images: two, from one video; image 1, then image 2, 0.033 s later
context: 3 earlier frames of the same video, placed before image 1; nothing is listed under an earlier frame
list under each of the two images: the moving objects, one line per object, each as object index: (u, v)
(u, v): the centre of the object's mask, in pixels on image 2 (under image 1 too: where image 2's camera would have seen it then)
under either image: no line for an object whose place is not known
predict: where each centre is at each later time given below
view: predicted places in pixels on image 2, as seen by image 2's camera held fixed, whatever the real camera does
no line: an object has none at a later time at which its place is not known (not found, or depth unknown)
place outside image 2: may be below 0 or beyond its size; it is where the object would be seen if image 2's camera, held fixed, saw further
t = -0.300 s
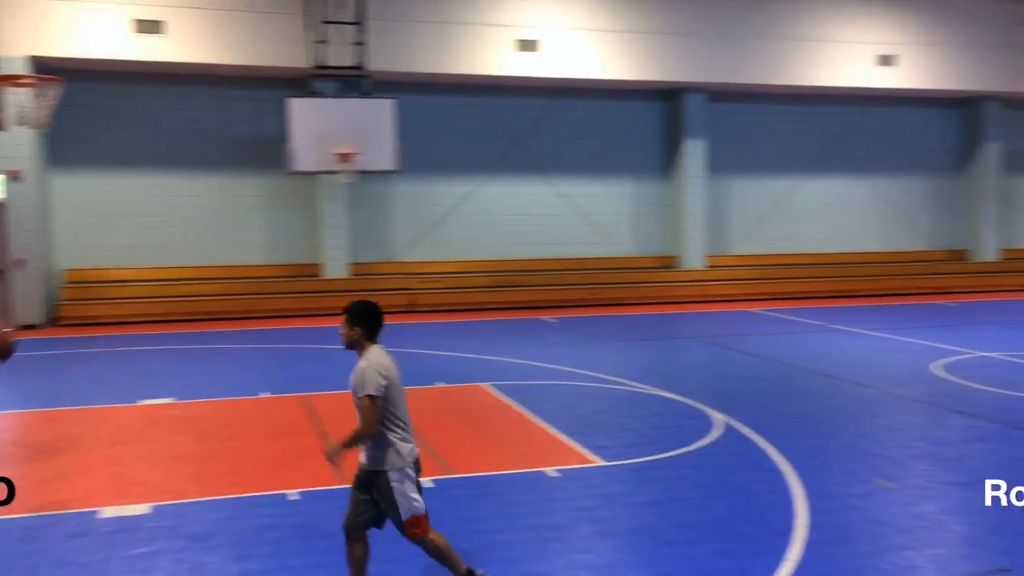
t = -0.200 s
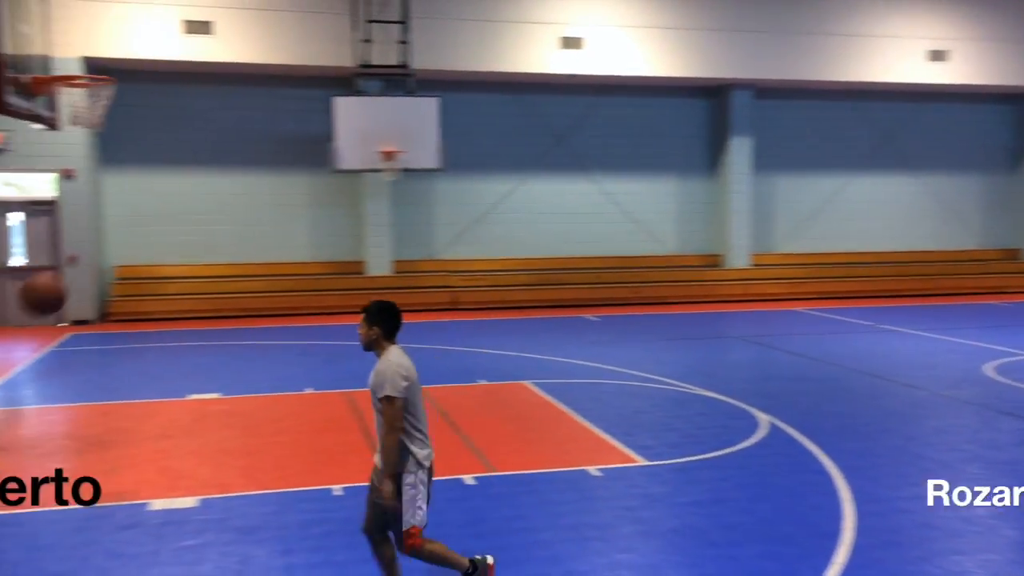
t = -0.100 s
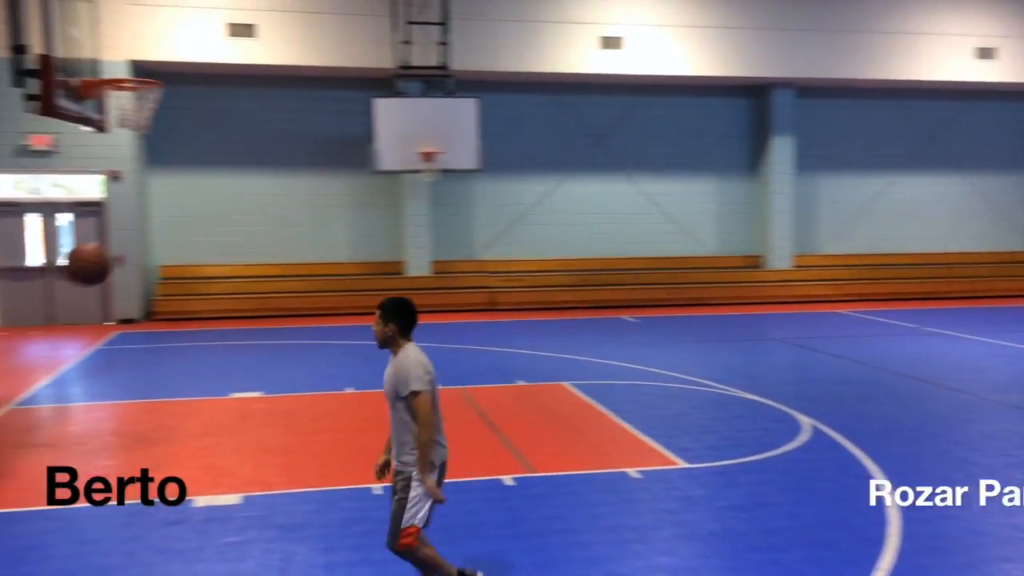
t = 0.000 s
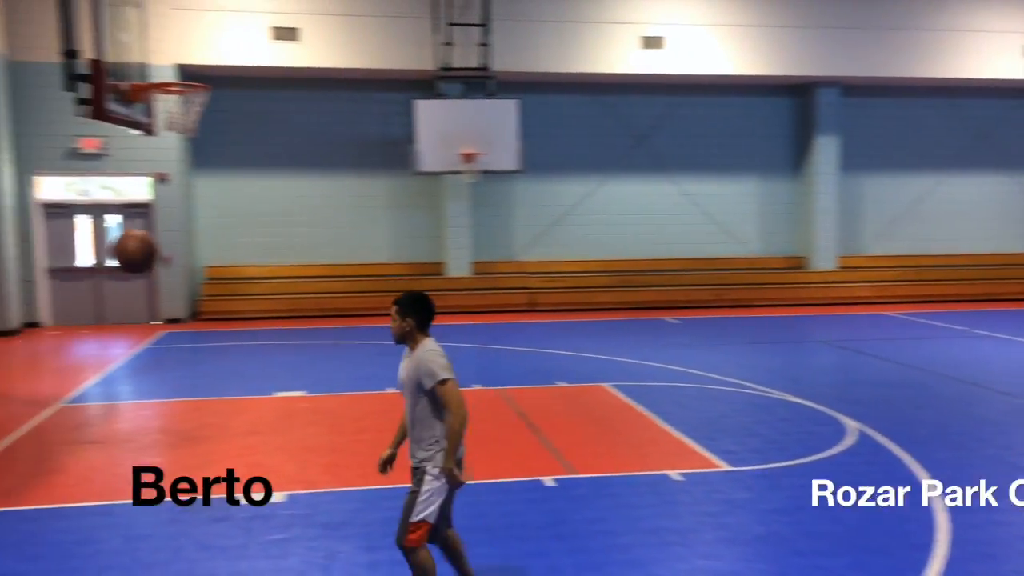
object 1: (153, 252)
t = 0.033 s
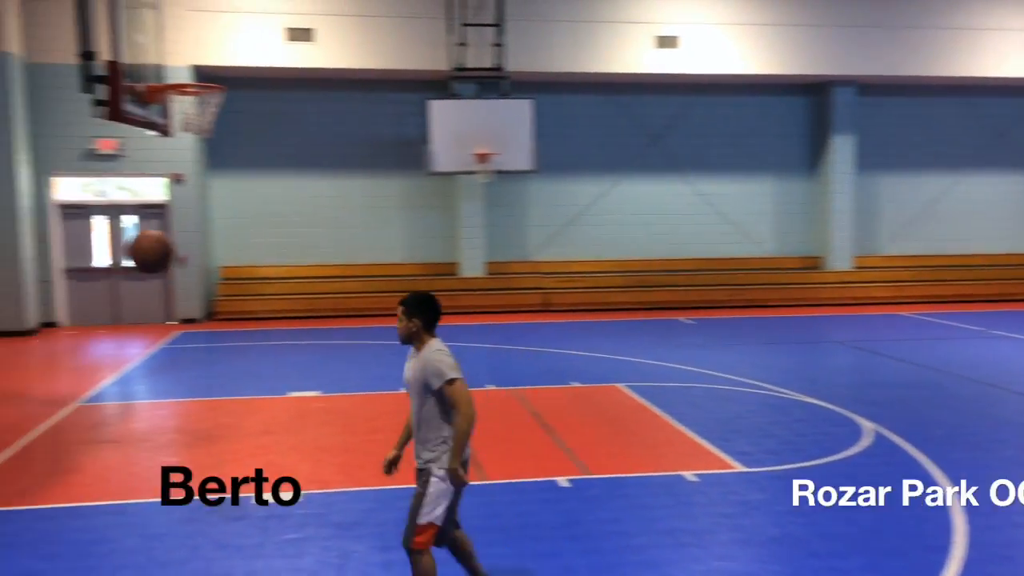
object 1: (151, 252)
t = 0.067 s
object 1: (148, 253)
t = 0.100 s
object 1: (146, 257)
